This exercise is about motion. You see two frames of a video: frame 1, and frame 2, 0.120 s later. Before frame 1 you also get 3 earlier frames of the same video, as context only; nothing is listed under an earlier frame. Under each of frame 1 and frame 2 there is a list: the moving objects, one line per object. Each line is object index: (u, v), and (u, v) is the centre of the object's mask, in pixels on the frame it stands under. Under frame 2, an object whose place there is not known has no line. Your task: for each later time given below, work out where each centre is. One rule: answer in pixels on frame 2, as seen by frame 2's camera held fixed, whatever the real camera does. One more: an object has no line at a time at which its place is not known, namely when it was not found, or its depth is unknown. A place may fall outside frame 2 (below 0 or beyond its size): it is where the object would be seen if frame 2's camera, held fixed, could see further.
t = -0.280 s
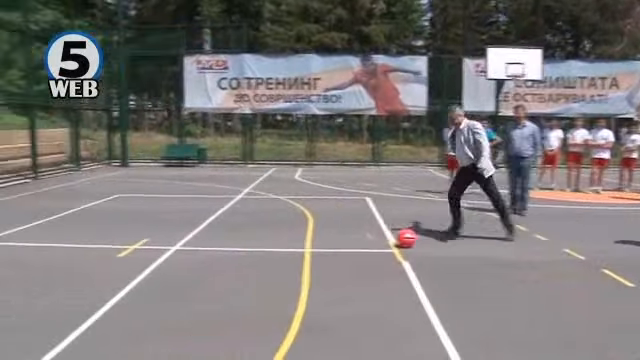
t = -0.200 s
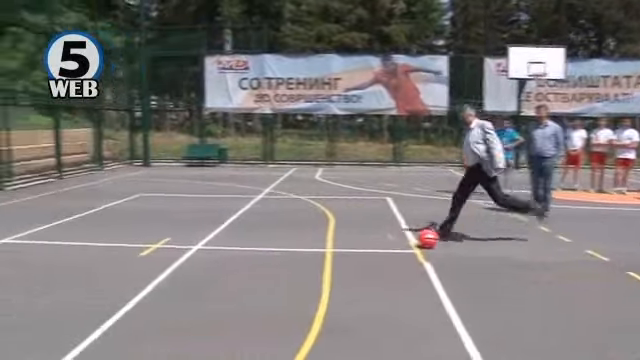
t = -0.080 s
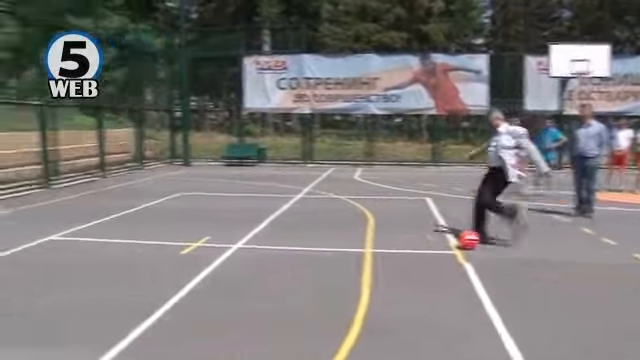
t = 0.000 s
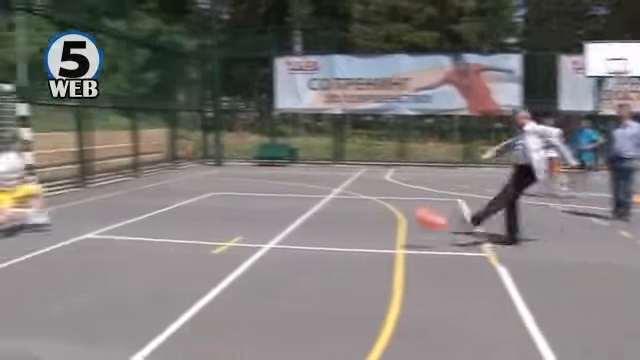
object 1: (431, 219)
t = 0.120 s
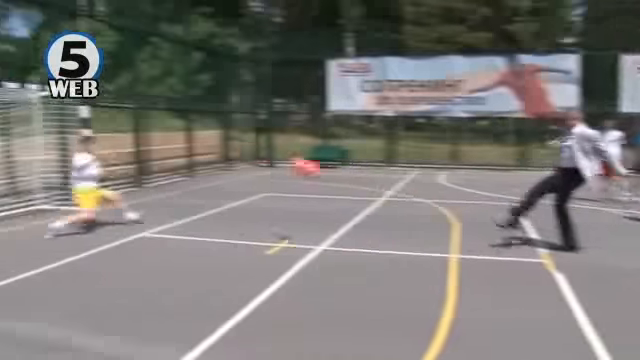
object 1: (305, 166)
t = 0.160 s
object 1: (253, 152)
